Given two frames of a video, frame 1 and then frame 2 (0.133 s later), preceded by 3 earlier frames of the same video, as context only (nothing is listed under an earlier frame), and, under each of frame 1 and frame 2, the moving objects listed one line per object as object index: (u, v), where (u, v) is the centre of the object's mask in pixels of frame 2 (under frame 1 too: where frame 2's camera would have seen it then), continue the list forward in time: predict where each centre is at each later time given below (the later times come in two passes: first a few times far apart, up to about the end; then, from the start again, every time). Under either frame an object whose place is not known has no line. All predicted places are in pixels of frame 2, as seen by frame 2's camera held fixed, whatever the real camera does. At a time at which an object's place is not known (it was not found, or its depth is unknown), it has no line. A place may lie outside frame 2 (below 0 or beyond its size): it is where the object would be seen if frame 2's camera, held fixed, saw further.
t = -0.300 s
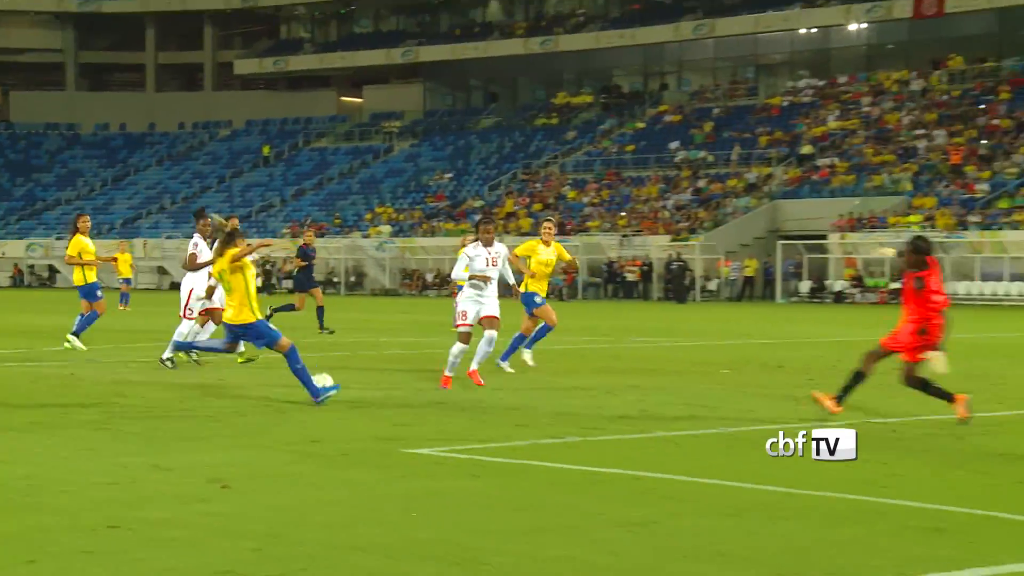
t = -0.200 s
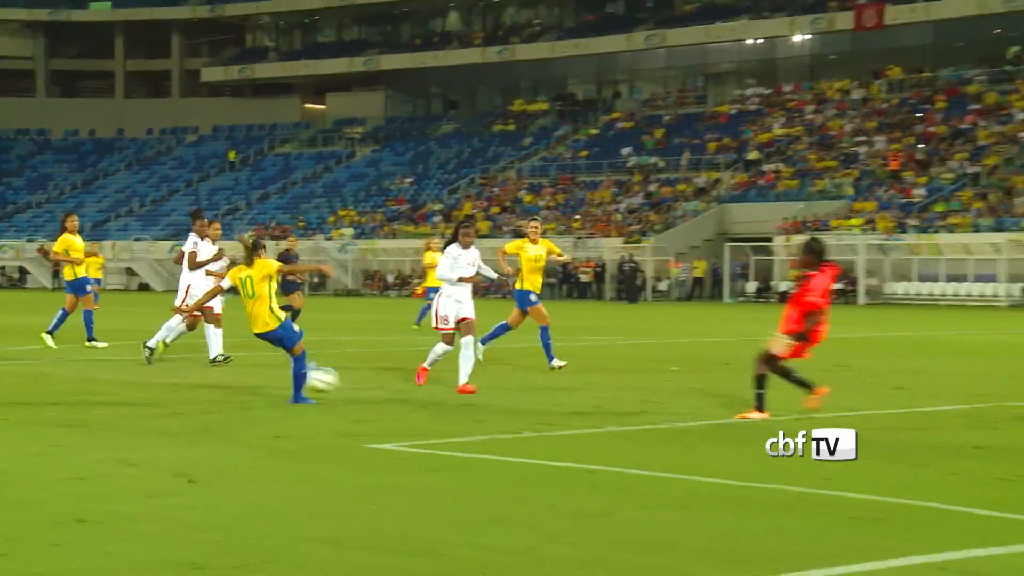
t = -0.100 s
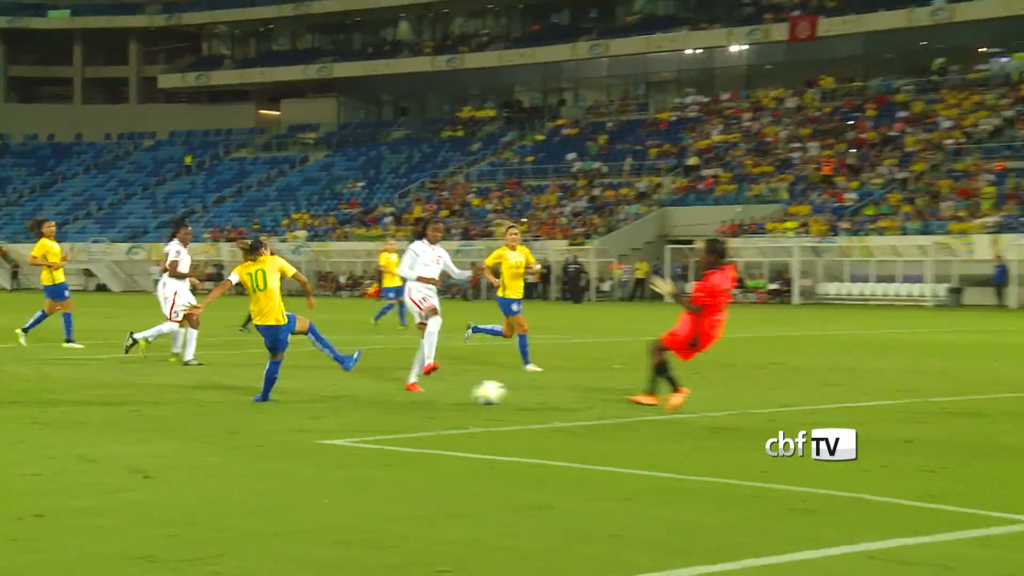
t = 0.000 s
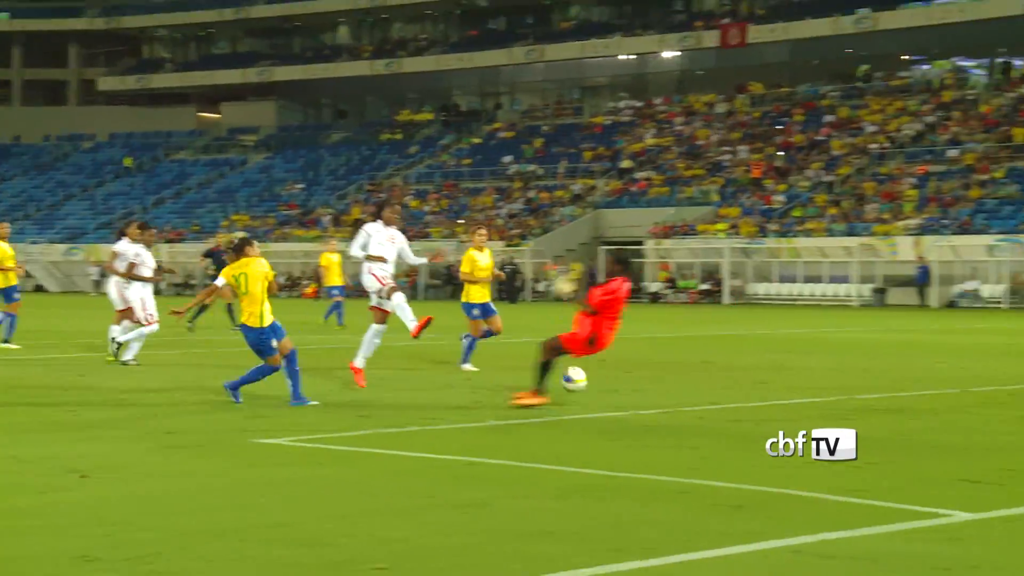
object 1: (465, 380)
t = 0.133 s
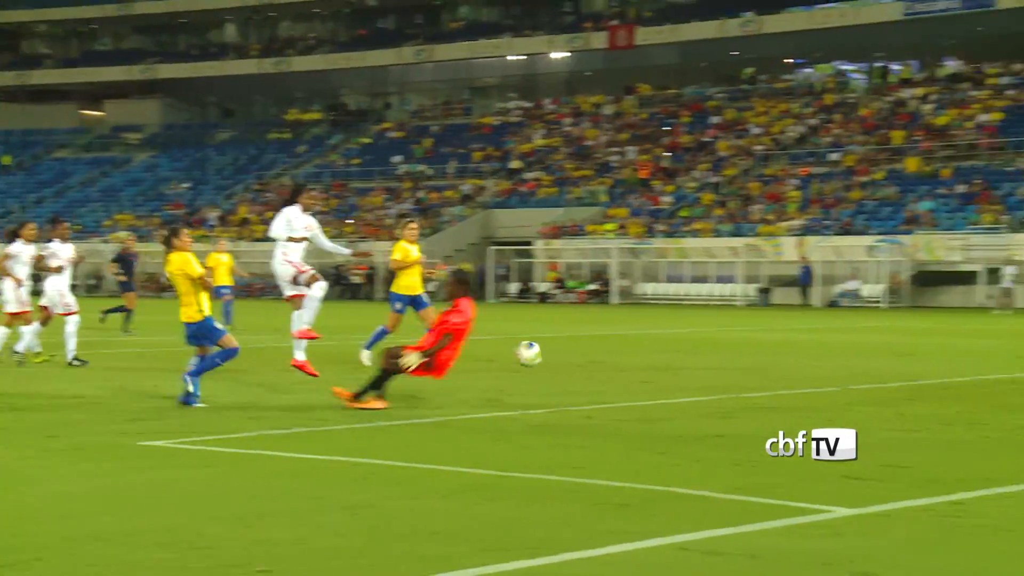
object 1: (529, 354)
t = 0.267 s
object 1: (594, 350)
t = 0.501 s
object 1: (701, 397)
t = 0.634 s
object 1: (765, 384)
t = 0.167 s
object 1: (545, 350)
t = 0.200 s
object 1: (561, 349)
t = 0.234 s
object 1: (577, 349)
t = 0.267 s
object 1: (594, 350)
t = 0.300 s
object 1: (609, 352)
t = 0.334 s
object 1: (625, 356)
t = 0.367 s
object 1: (639, 362)
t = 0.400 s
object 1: (655, 368)
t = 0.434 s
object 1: (670, 377)
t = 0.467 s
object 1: (685, 386)
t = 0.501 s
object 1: (701, 397)
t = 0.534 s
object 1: (716, 398)
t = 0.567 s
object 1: (733, 392)
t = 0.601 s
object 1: (749, 387)
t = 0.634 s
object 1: (765, 384)
